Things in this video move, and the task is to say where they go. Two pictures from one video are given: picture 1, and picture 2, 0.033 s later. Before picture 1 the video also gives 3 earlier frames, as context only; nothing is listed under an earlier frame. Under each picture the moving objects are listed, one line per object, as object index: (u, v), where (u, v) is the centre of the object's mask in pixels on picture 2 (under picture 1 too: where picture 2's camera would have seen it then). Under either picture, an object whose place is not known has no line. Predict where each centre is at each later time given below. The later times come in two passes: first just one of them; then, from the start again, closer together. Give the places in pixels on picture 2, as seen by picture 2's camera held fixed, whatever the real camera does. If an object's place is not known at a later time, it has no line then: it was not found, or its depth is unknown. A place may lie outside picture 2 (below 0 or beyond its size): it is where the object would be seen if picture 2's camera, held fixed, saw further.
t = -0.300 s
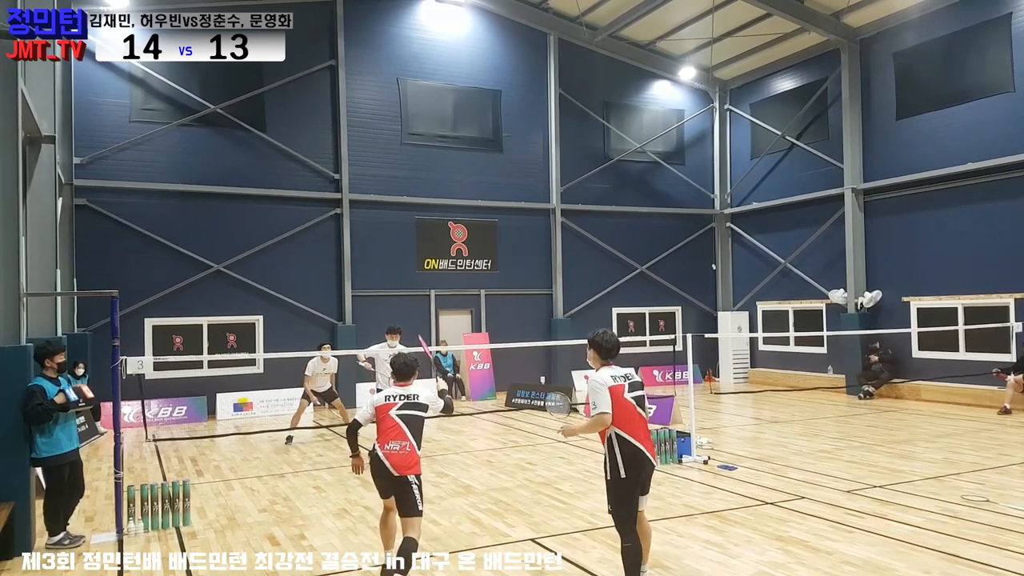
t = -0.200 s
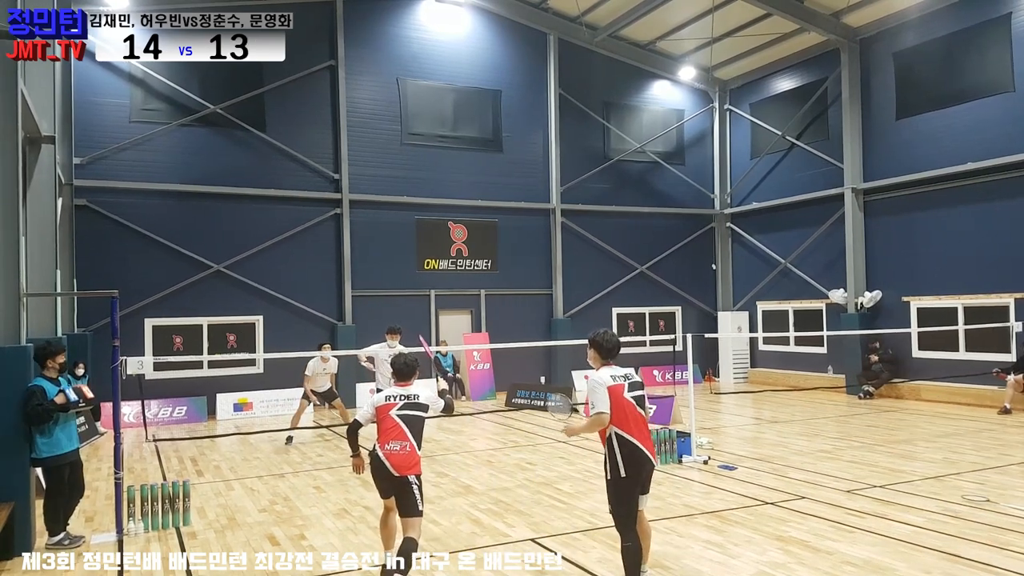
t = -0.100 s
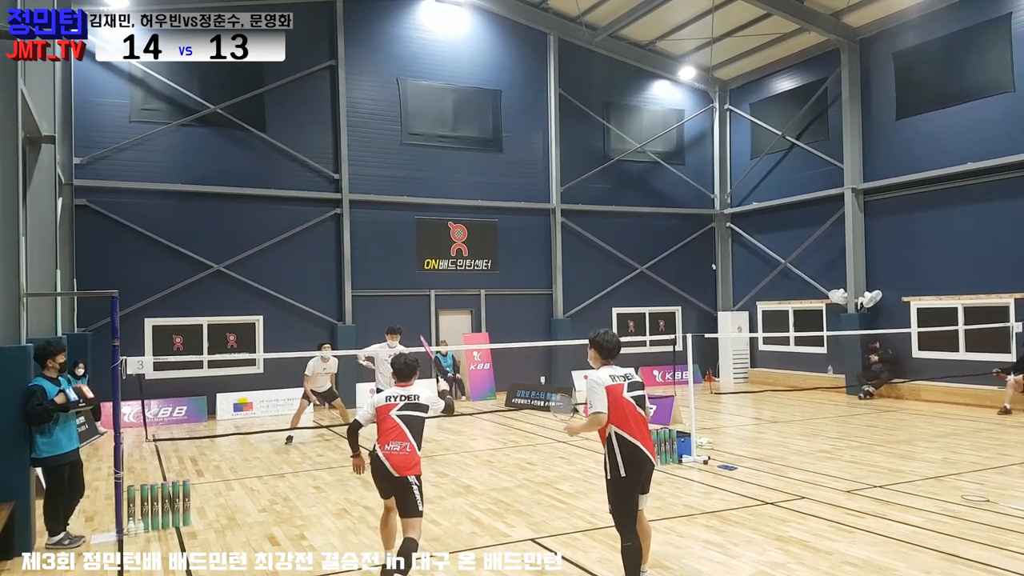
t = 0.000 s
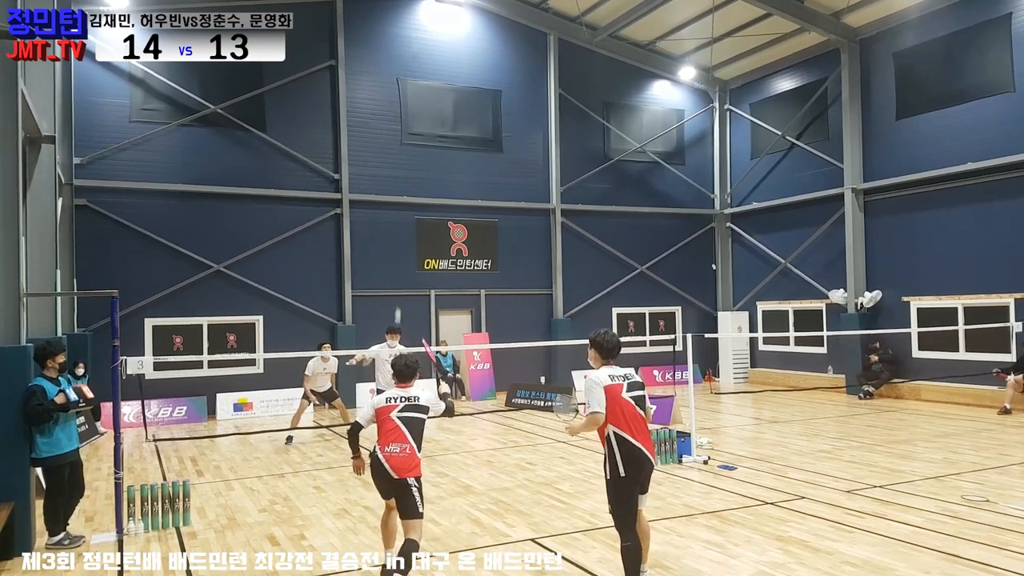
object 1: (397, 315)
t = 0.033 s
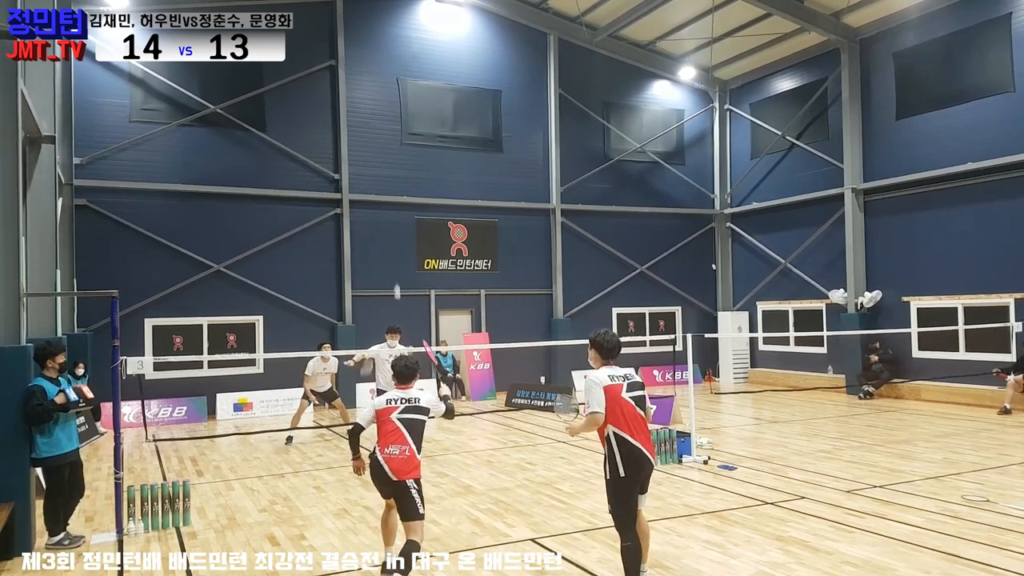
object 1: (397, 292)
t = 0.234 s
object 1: (391, 177)
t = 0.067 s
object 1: (395, 270)
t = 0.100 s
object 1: (394, 249)
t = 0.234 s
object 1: (391, 177)
